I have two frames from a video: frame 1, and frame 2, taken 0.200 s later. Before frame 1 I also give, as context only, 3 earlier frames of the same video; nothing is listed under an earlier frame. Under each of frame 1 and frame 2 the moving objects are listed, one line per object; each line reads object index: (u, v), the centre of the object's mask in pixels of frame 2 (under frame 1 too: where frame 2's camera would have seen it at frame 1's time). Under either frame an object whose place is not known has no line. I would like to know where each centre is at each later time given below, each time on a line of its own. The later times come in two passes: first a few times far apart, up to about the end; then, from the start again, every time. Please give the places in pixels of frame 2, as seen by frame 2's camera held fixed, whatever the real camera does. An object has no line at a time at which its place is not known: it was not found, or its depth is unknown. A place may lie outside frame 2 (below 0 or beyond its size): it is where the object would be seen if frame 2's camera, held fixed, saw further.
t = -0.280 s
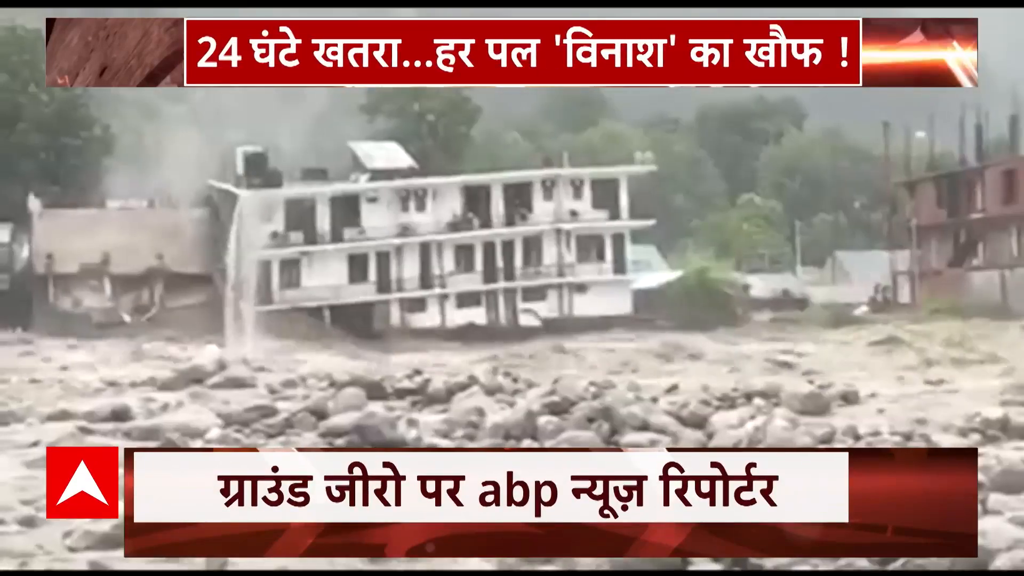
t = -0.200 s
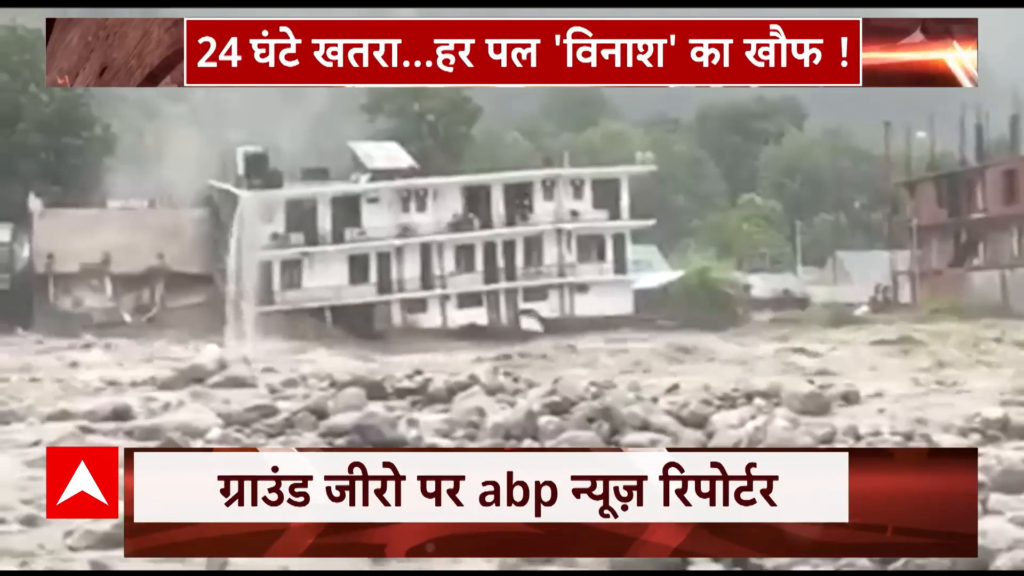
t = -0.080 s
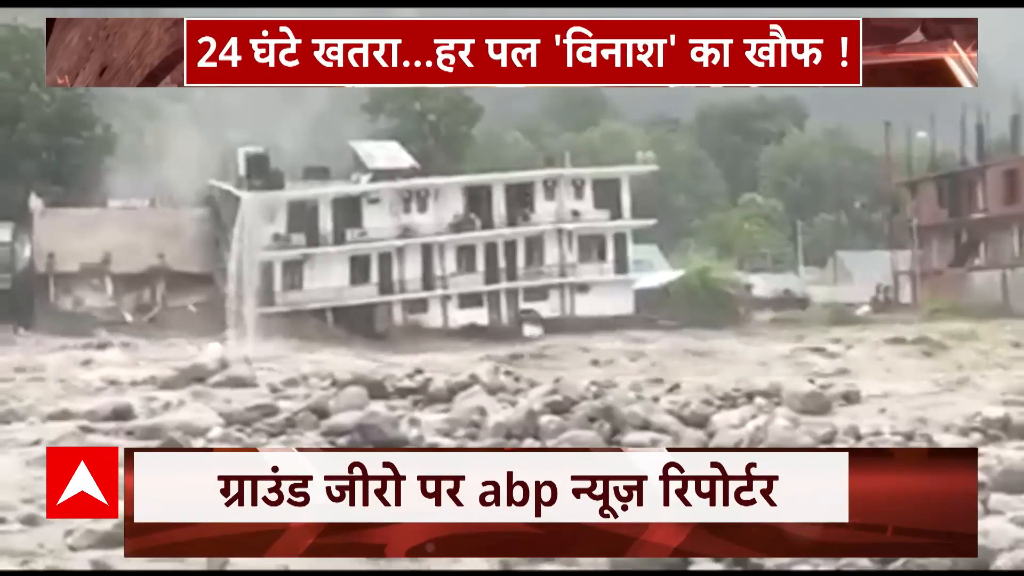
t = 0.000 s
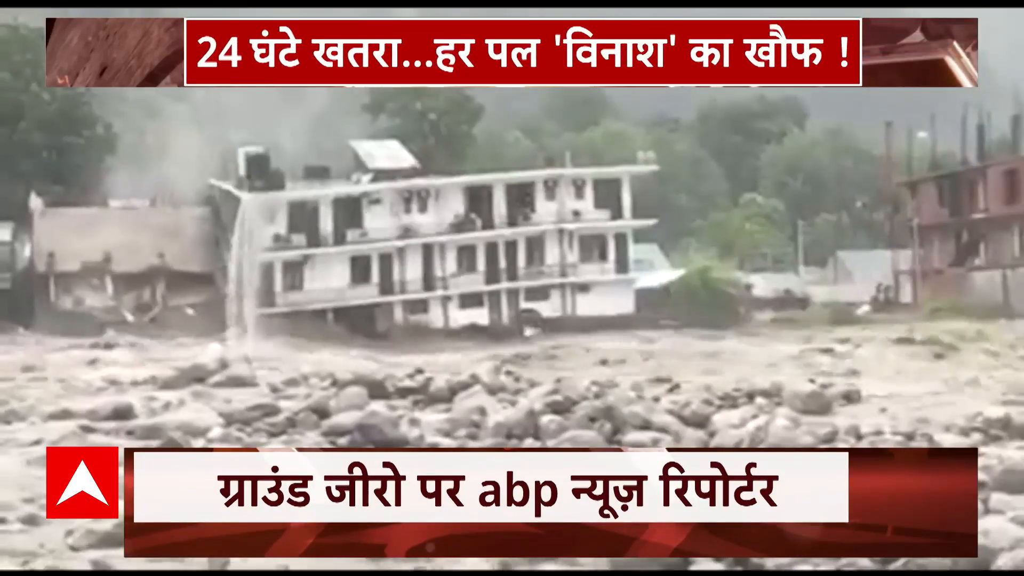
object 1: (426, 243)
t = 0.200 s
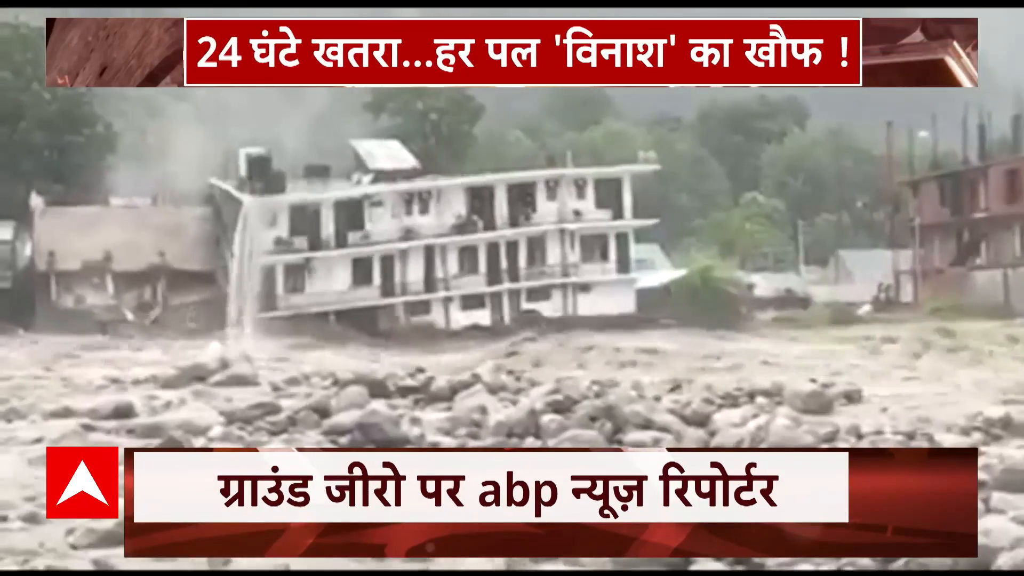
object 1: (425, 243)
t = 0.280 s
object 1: (425, 243)
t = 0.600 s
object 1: (425, 245)
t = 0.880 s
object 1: (425, 246)
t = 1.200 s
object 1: (430, 246)
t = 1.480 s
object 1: (439, 246)
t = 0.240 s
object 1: (425, 243)
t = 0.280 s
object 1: (425, 243)
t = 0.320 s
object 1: (425, 244)
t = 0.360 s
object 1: (425, 244)
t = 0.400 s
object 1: (425, 244)
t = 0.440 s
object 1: (425, 244)
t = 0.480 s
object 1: (425, 244)
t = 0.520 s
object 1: (425, 244)
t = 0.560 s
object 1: (425, 244)
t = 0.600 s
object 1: (425, 245)
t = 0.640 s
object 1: (425, 244)
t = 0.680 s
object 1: (425, 245)
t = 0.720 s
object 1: (425, 245)
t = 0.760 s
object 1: (425, 246)
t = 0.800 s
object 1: (424, 245)
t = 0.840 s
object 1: (425, 246)
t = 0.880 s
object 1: (425, 246)
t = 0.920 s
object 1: (425, 246)
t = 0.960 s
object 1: (426, 246)
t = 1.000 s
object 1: (427, 246)
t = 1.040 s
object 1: (428, 246)
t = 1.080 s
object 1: (428, 246)
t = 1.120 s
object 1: (429, 246)
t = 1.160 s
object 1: (430, 246)
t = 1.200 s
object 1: (430, 246)
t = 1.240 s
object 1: (431, 246)
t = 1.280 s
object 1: (431, 245)
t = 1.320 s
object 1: (432, 245)
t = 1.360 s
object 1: (433, 246)
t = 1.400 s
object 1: (433, 246)
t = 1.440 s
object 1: (436, 246)
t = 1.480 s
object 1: (439, 246)
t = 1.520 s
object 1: (437, 246)
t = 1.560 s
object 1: (438, 247)
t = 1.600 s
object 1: (438, 247)
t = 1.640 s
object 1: (438, 247)
